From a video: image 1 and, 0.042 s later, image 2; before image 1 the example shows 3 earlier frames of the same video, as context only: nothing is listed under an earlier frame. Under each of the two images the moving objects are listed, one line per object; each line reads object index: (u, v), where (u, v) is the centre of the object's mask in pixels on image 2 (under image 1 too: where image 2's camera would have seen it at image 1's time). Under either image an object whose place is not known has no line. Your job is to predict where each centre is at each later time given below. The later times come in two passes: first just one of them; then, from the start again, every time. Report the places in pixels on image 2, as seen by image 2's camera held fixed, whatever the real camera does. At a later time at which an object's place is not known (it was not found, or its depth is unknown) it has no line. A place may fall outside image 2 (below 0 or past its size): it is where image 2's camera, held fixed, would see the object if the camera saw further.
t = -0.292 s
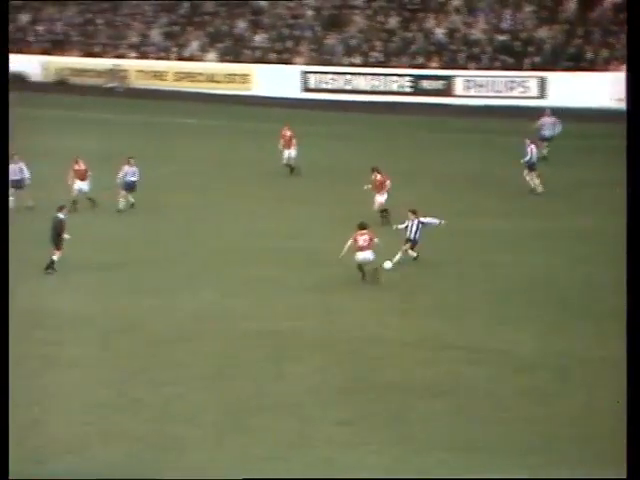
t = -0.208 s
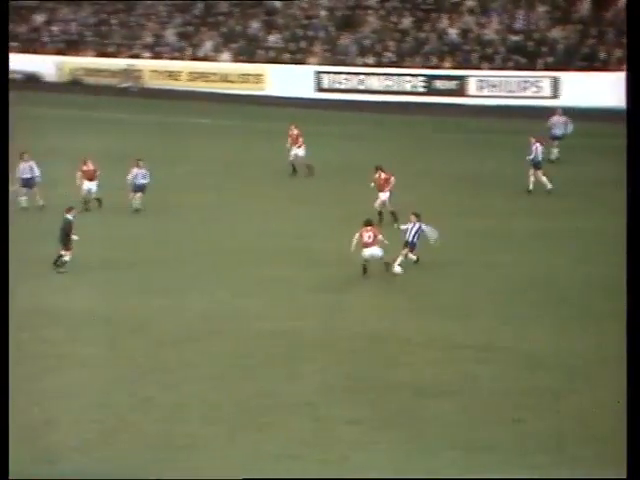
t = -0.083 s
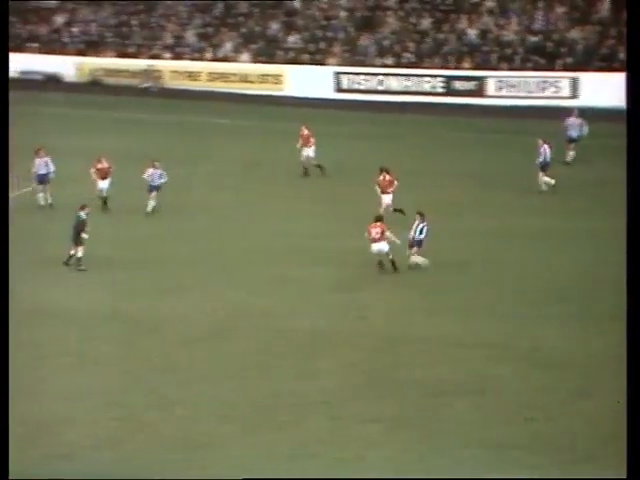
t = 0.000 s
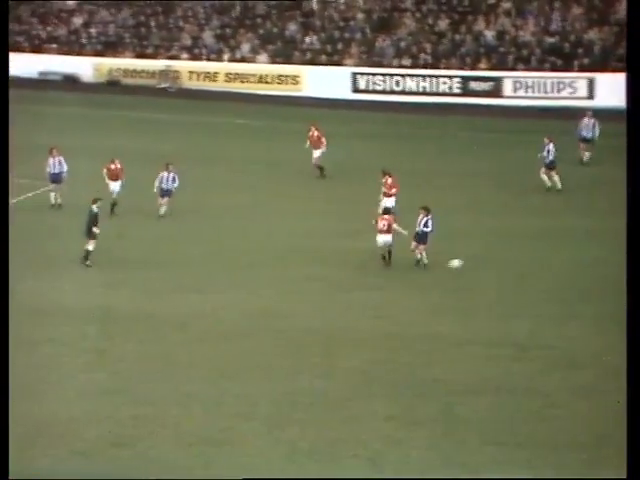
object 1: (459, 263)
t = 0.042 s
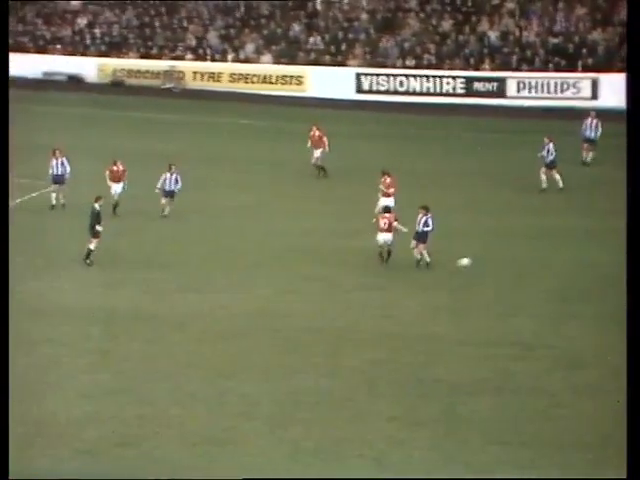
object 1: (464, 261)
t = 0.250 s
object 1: (489, 261)
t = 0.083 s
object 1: (470, 260)
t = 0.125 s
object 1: (475, 259)
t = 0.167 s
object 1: (480, 259)
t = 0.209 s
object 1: (485, 260)
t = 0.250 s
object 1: (489, 261)
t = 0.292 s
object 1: (495, 263)
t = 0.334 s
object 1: (500, 265)
